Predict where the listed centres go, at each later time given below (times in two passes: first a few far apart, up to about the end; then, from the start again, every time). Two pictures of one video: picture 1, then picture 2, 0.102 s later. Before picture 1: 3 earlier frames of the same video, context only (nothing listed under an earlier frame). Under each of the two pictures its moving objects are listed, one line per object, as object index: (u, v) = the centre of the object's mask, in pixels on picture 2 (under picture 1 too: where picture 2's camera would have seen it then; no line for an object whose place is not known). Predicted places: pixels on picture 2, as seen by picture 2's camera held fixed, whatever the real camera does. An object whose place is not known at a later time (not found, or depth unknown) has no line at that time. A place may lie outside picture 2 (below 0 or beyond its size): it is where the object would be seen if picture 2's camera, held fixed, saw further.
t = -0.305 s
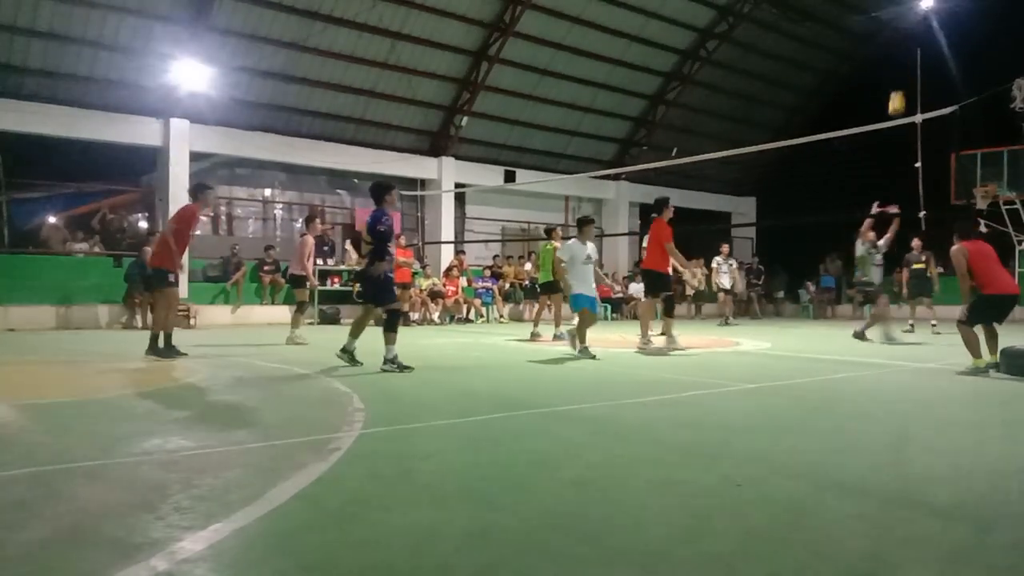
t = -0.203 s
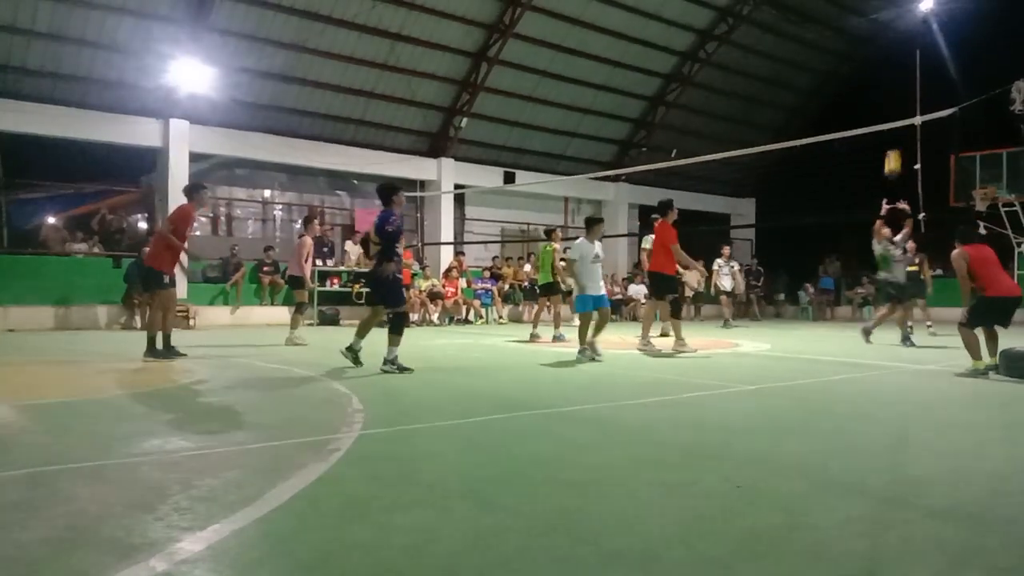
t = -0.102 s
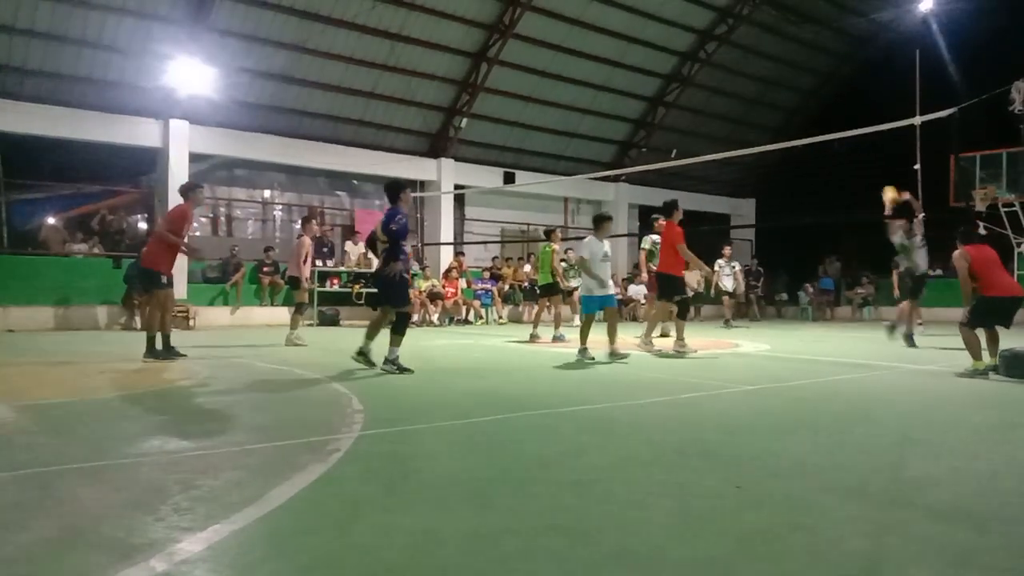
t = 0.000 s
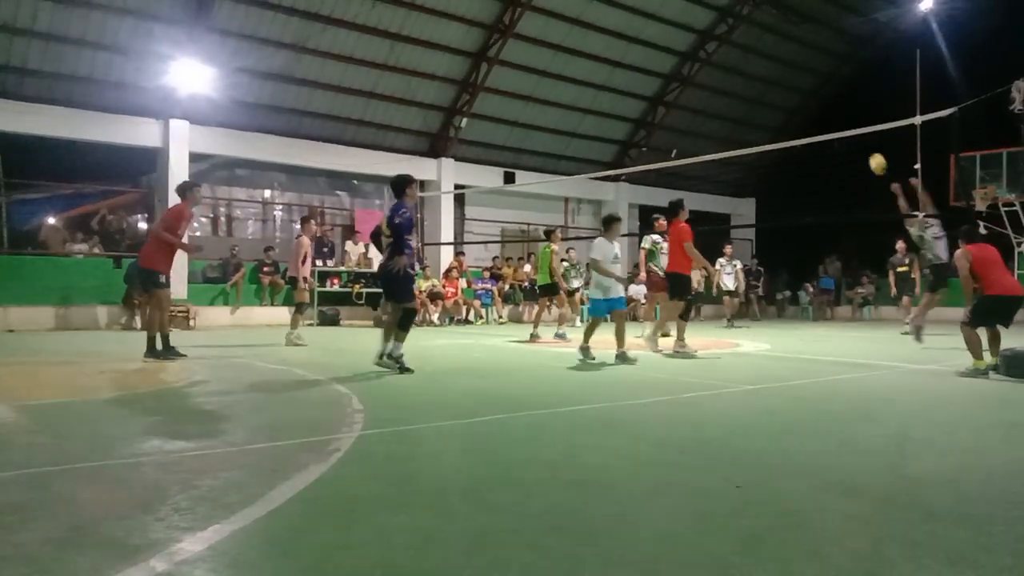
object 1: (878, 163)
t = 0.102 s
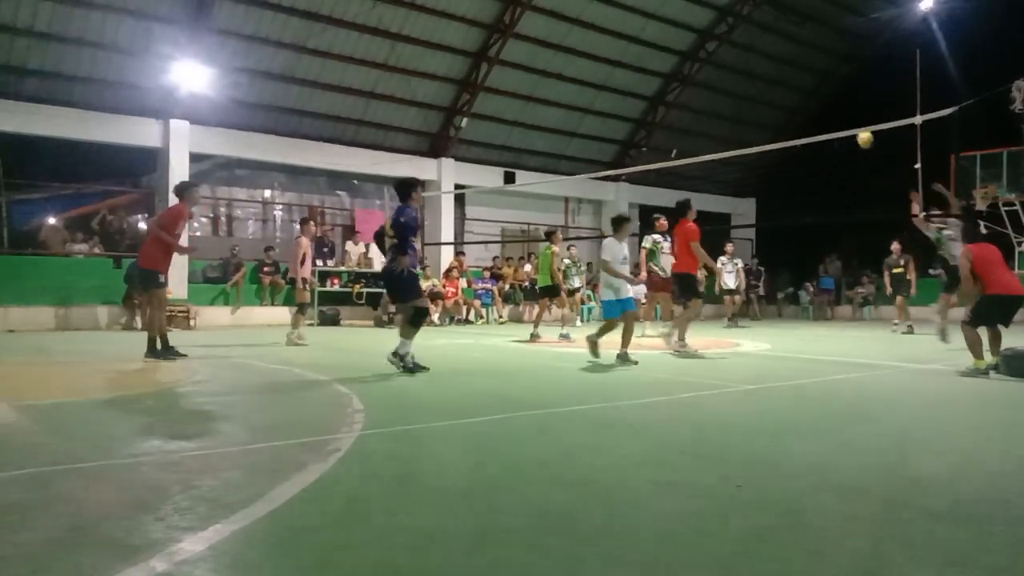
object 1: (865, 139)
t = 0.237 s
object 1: (848, 117)
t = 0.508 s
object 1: (818, 114)
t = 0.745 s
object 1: (794, 150)
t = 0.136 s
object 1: (860, 132)
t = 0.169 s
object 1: (855, 124)
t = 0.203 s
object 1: (853, 121)
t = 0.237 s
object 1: (848, 117)
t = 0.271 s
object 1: (845, 115)
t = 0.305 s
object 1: (841, 112)
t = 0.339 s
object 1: (837, 111)
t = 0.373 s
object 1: (833, 110)
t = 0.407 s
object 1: (830, 110)
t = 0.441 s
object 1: (826, 111)
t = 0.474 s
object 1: (822, 112)
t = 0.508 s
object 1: (818, 114)
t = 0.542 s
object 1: (815, 117)
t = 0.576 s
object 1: (812, 120)
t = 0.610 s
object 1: (808, 125)
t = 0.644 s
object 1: (805, 129)
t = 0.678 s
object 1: (801, 133)
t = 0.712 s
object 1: (797, 141)
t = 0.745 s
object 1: (794, 150)
